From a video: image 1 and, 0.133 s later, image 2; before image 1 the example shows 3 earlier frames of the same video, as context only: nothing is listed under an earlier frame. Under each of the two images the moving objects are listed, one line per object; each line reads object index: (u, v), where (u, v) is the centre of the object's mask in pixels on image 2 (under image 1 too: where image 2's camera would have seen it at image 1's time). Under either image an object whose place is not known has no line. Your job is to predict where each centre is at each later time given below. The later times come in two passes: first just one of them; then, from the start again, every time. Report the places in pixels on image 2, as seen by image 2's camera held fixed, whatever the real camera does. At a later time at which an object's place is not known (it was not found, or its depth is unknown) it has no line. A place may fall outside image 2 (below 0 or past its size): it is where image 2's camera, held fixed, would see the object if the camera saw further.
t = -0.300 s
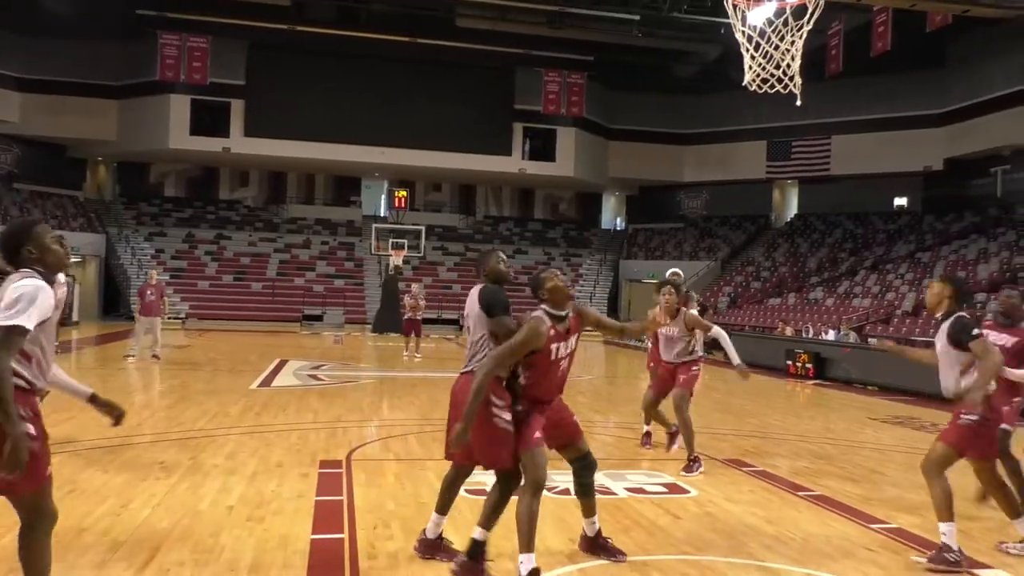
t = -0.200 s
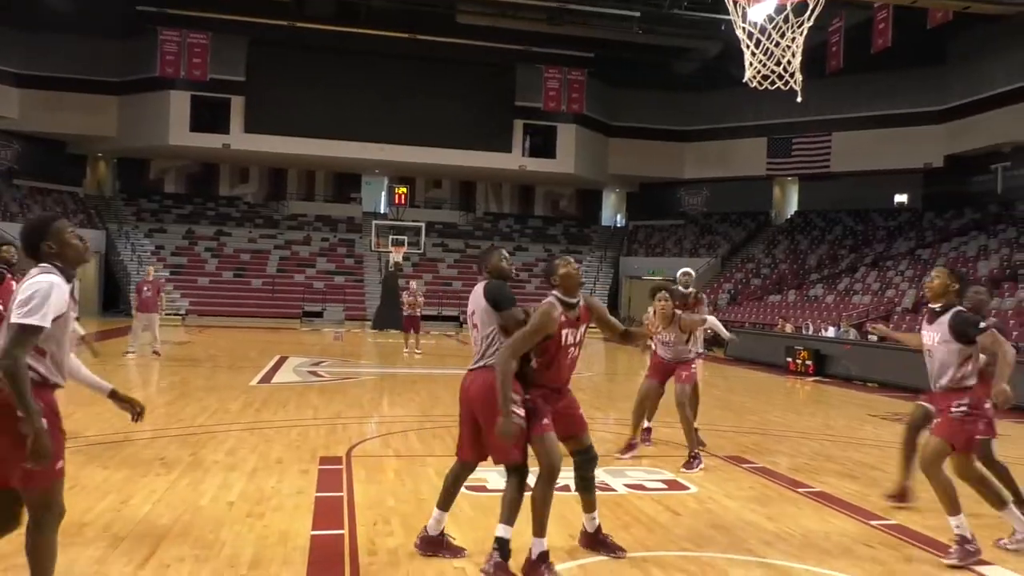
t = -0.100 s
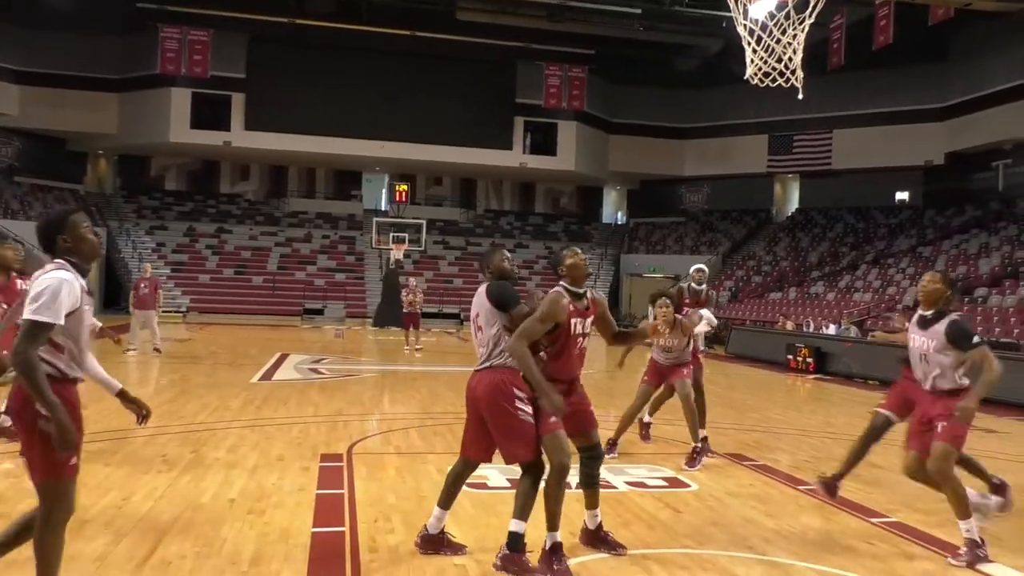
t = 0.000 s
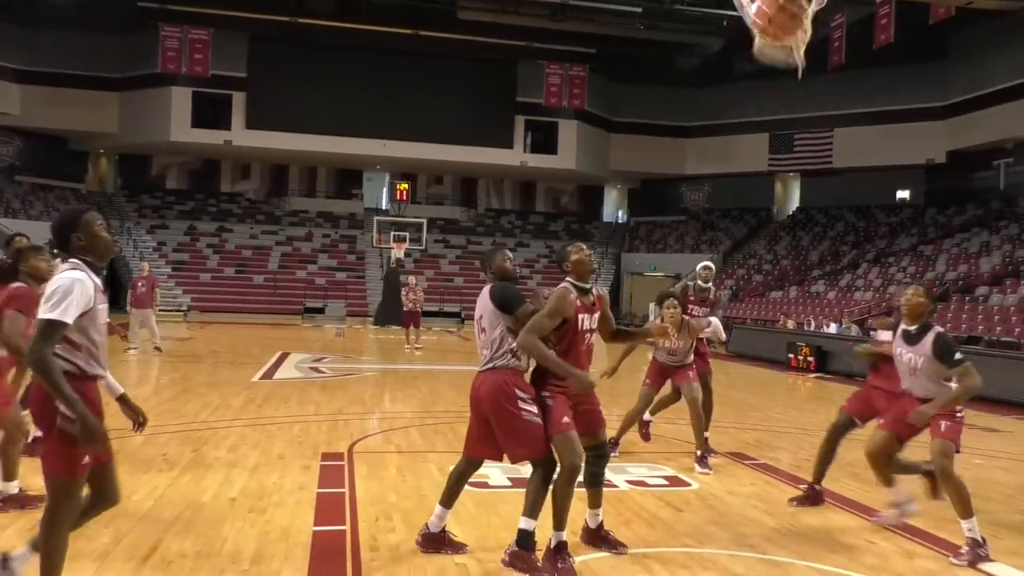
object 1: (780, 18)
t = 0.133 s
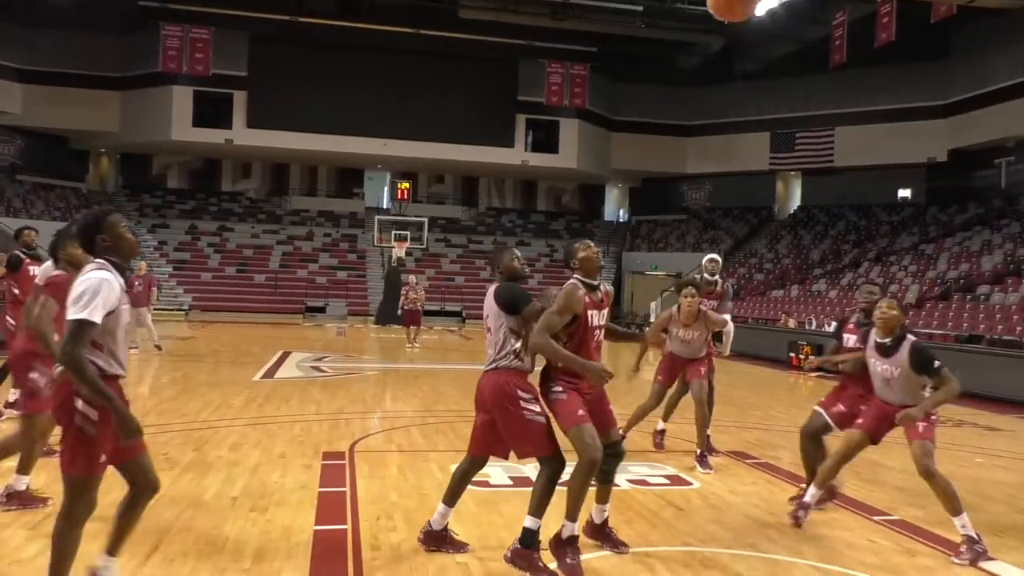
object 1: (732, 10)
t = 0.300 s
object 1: (718, 35)
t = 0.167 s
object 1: (728, 11)
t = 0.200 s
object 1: (726, 13)
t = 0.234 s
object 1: (724, 18)
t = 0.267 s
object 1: (721, 24)
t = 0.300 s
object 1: (718, 35)
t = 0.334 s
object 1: (714, 51)
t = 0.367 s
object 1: (712, 67)
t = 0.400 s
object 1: (710, 85)
